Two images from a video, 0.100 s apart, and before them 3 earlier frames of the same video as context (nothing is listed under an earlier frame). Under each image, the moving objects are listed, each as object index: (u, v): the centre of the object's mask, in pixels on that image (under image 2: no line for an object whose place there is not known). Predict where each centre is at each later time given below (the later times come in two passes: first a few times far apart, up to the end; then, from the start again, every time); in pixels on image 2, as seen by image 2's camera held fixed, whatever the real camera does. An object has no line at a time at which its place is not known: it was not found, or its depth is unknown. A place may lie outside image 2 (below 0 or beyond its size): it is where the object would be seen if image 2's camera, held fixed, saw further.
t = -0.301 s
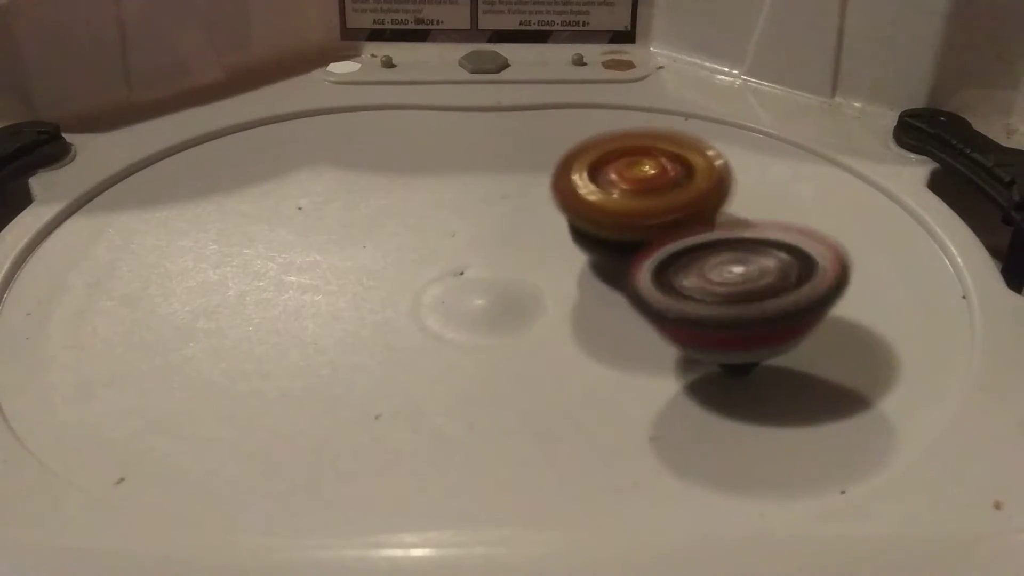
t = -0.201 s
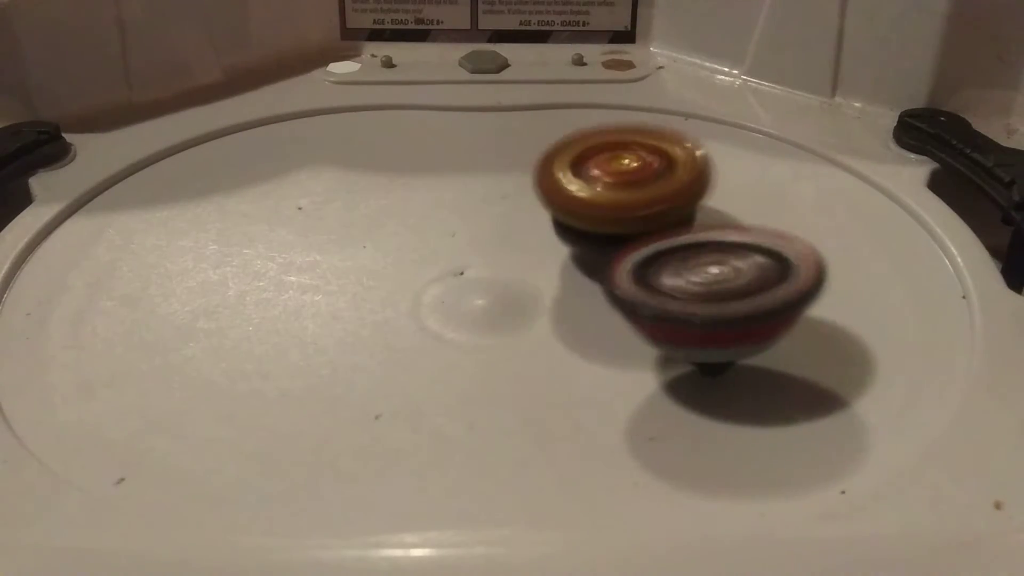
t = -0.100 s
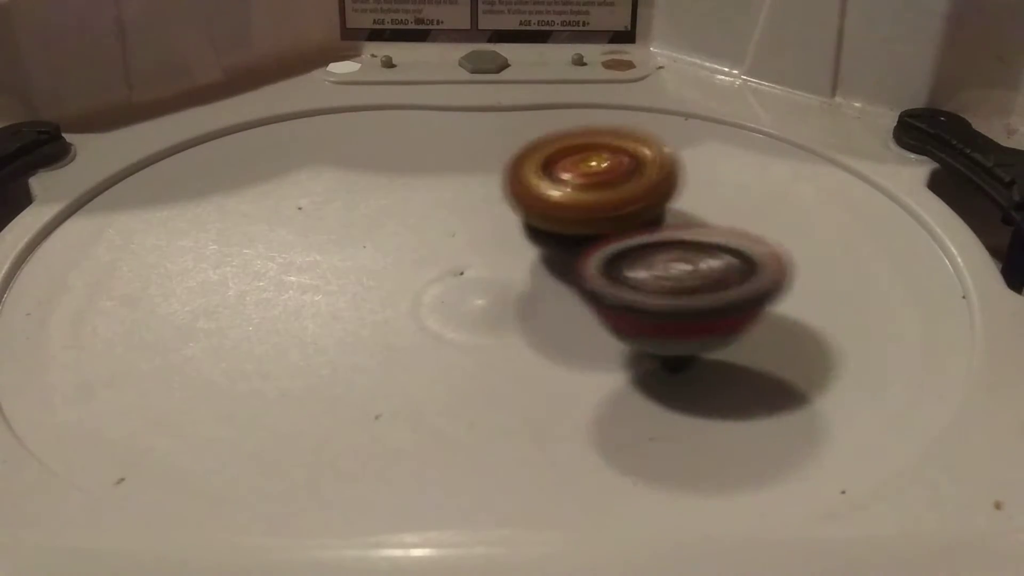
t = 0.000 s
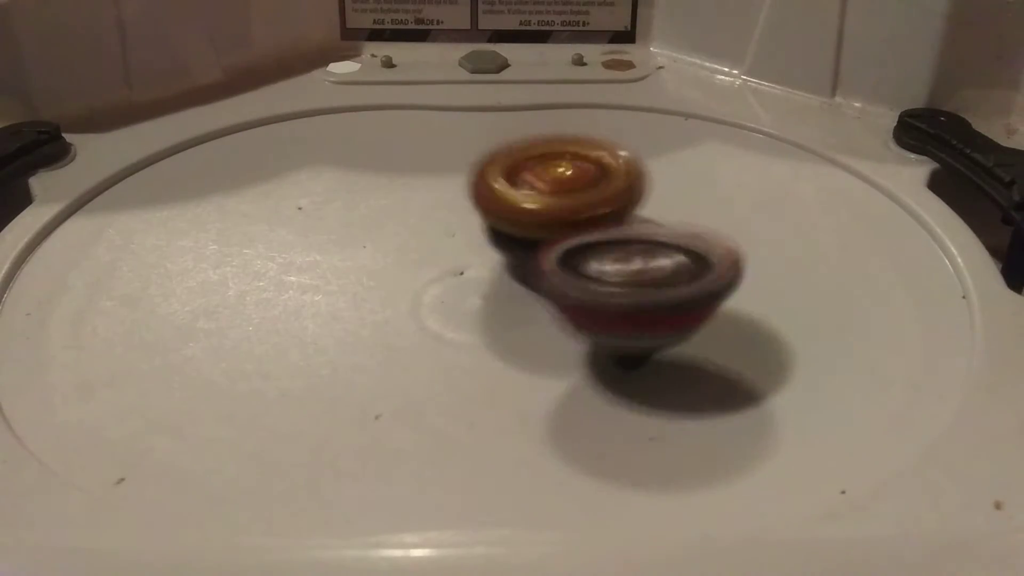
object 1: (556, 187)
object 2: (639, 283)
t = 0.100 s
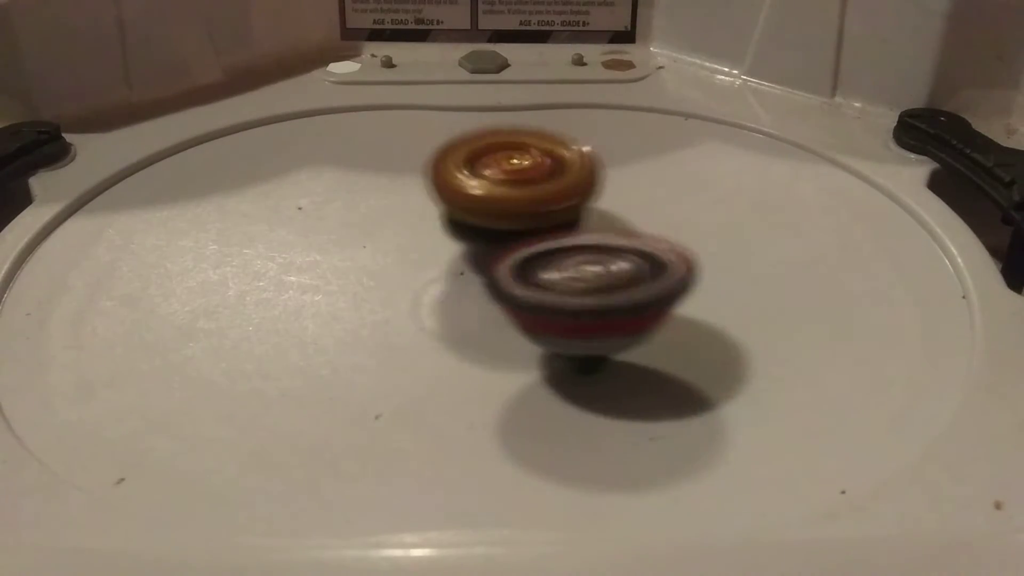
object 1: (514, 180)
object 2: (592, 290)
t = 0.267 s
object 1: (443, 181)
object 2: (522, 277)
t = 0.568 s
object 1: (349, 166)
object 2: (455, 277)
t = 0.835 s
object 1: (329, 173)
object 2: (484, 277)
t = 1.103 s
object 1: (390, 194)
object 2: (565, 276)
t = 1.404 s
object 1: (515, 215)
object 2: (645, 301)
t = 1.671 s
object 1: (615, 230)
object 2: (651, 343)
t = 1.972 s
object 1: (692, 240)
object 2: (542, 346)
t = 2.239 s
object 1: (669, 219)
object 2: (500, 266)
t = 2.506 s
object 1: (605, 218)
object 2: (442, 182)
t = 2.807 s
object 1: (575, 264)
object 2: (477, 170)
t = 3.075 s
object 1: (514, 291)
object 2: (469, 201)
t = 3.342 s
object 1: (450, 280)
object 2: (468, 171)
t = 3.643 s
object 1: (417, 242)
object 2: (546, 165)
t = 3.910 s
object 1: (446, 212)
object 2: (614, 257)
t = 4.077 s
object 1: (473, 208)
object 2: (588, 328)
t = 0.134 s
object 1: (500, 179)
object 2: (575, 288)
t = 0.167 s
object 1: (486, 179)
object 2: (562, 286)
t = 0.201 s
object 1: (471, 180)
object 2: (548, 282)
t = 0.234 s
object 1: (457, 180)
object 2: (534, 280)
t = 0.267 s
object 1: (443, 181)
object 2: (522, 277)
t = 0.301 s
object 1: (430, 180)
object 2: (511, 274)
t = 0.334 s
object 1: (419, 176)
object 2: (502, 282)
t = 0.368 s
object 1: (407, 171)
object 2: (491, 283)
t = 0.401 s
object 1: (396, 169)
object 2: (484, 285)
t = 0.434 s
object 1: (385, 166)
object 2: (478, 285)
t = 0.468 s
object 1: (375, 165)
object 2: (472, 284)
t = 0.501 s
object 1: (364, 164)
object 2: (467, 282)
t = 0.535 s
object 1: (356, 165)
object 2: (461, 280)
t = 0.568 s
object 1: (349, 166)
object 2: (455, 277)
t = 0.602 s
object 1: (344, 169)
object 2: (452, 273)
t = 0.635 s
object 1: (339, 171)
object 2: (448, 269)
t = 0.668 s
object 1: (336, 175)
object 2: (446, 265)
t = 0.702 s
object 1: (335, 177)
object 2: (448, 264)
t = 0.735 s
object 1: (334, 176)
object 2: (460, 271)
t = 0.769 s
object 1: (331, 174)
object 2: (465, 275)
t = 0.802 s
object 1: (329, 173)
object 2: (476, 276)
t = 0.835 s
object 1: (329, 173)
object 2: (484, 277)
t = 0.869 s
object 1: (330, 174)
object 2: (495, 278)
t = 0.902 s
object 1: (334, 174)
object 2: (505, 280)
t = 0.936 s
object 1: (340, 177)
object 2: (516, 280)
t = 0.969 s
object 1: (348, 180)
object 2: (526, 281)
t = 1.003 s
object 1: (357, 184)
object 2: (537, 280)
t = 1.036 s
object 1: (367, 187)
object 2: (547, 280)
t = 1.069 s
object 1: (378, 190)
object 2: (557, 279)
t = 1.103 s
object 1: (390, 194)
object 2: (565, 276)
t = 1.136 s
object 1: (402, 199)
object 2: (575, 274)
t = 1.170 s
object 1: (415, 203)
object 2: (582, 273)
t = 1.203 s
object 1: (428, 208)
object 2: (590, 269)
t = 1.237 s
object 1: (439, 211)
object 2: (597, 268)
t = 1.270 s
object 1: (454, 211)
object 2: (600, 274)
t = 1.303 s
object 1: (467, 210)
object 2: (614, 284)
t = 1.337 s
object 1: (482, 211)
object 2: (625, 290)
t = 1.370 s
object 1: (499, 212)
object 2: (636, 297)
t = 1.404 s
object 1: (515, 215)
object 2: (645, 301)
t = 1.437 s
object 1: (529, 217)
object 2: (652, 306)
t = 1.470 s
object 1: (542, 218)
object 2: (660, 312)
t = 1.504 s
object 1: (555, 220)
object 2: (663, 316)
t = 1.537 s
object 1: (569, 222)
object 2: (667, 321)
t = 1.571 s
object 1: (581, 224)
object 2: (667, 325)
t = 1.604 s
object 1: (591, 226)
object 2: (666, 329)
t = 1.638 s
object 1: (603, 228)
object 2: (658, 339)
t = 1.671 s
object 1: (615, 230)
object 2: (651, 343)
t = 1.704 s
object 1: (627, 232)
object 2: (646, 348)
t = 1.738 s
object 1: (637, 233)
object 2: (634, 350)
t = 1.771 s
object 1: (646, 236)
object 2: (628, 352)
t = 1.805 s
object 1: (656, 237)
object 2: (617, 358)
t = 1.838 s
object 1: (663, 240)
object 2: (606, 355)
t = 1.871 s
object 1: (670, 242)
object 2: (592, 355)
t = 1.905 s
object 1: (680, 243)
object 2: (574, 353)
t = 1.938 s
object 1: (686, 244)
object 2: (557, 352)
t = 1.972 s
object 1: (692, 240)
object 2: (542, 346)
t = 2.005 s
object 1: (697, 237)
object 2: (531, 339)
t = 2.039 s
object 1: (698, 234)
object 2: (523, 331)
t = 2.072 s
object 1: (699, 231)
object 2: (514, 322)
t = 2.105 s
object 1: (698, 228)
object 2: (509, 313)
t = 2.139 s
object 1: (693, 225)
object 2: (503, 300)
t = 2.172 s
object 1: (686, 224)
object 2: (501, 291)
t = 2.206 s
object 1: (680, 222)
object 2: (498, 277)
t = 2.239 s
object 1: (669, 219)
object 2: (500, 266)
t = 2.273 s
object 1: (663, 219)
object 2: (492, 250)
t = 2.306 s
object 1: (658, 219)
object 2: (465, 236)
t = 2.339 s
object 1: (651, 217)
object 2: (452, 227)
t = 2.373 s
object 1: (641, 217)
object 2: (437, 211)
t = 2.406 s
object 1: (632, 216)
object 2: (435, 202)
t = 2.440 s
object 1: (624, 216)
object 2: (436, 193)
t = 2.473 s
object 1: (613, 216)
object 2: (441, 187)
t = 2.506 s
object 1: (605, 218)
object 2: (442, 182)
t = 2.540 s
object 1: (601, 224)
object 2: (443, 180)
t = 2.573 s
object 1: (598, 227)
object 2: (444, 166)
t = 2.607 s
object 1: (597, 232)
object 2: (447, 164)
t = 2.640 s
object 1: (595, 236)
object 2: (451, 165)
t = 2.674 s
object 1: (590, 240)
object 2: (459, 163)
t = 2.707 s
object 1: (587, 246)
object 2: (464, 169)
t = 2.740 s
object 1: (583, 254)
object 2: (472, 164)
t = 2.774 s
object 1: (578, 259)
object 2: (473, 166)
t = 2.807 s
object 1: (575, 264)
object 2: (477, 170)
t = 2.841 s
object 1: (571, 269)
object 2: (479, 174)
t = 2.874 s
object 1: (560, 272)
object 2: (480, 179)
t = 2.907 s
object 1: (555, 278)
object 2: (480, 185)
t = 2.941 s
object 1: (547, 281)
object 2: (477, 189)
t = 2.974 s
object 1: (539, 284)
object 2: (472, 193)
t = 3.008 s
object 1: (533, 288)
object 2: (470, 199)
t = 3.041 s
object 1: (524, 289)
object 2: (469, 202)
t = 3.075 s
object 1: (514, 291)
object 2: (469, 201)
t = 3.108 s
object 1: (507, 291)
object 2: (466, 199)
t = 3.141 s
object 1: (500, 290)
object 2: (460, 200)
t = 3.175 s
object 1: (490, 289)
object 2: (453, 195)
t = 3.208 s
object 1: (482, 287)
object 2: (449, 196)
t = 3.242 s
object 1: (469, 286)
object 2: (449, 190)
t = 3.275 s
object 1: (461, 285)
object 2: (459, 182)
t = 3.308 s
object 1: (454, 282)
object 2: (465, 178)
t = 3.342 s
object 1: (450, 280)
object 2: (468, 171)
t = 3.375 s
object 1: (443, 275)
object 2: (472, 167)
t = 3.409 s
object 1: (437, 272)
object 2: (475, 161)
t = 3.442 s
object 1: (436, 267)
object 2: (479, 158)
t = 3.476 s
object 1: (431, 263)
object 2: (486, 157)
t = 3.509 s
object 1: (431, 257)
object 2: (492, 156)
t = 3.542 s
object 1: (432, 251)
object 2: (501, 155)
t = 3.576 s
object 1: (432, 249)
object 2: (507, 158)
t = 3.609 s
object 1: (422, 246)
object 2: (526, 160)
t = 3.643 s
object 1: (417, 242)
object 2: (546, 165)
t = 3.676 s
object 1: (421, 239)
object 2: (566, 173)
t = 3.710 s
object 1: (422, 237)
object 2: (579, 183)
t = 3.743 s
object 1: (426, 234)
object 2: (587, 190)
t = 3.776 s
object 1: (429, 229)
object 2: (590, 203)
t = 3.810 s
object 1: (435, 225)
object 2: (593, 217)
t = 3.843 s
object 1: (434, 219)
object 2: (599, 227)
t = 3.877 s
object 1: (439, 216)
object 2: (606, 246)
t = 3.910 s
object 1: (446, 212)
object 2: (614, 257)
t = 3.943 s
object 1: (451, 214)
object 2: (613, 270)
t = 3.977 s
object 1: (455, 212)
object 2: (604, 285)
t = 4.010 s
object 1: (464, 210)
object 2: (599, 295)
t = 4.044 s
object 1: (470, 208)
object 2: (591, 313)
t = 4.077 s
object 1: (473, 208)
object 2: (588, 328)
